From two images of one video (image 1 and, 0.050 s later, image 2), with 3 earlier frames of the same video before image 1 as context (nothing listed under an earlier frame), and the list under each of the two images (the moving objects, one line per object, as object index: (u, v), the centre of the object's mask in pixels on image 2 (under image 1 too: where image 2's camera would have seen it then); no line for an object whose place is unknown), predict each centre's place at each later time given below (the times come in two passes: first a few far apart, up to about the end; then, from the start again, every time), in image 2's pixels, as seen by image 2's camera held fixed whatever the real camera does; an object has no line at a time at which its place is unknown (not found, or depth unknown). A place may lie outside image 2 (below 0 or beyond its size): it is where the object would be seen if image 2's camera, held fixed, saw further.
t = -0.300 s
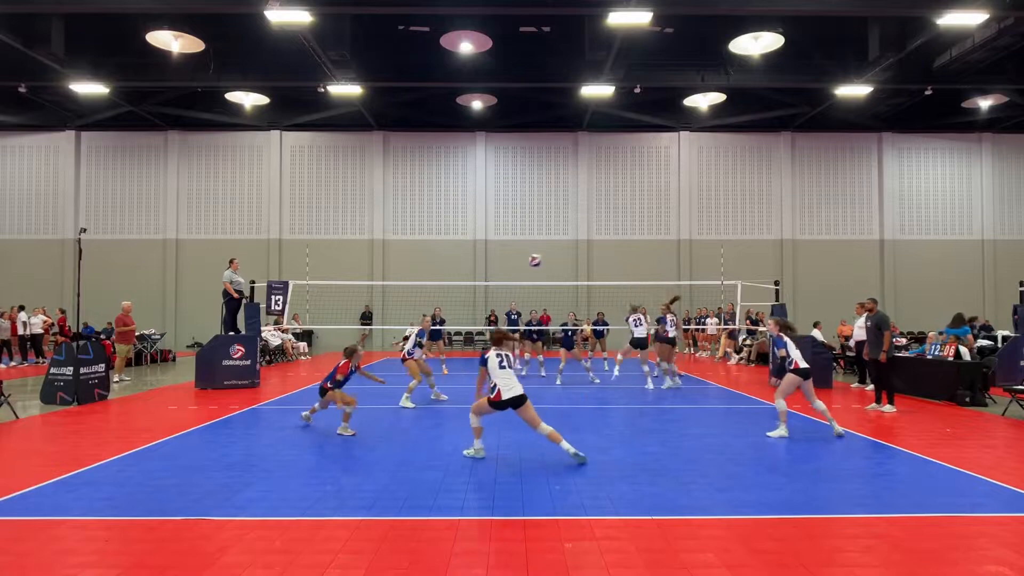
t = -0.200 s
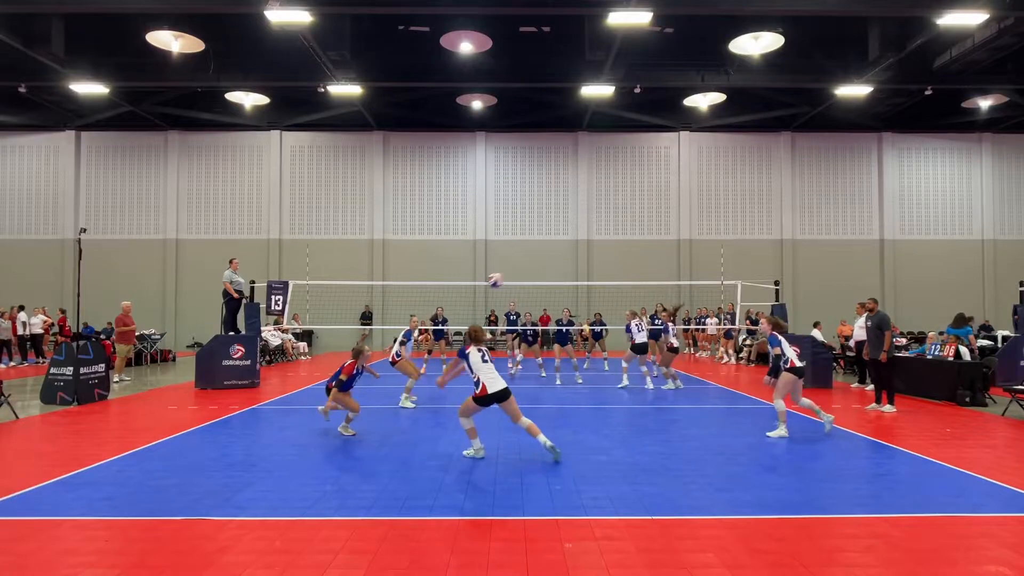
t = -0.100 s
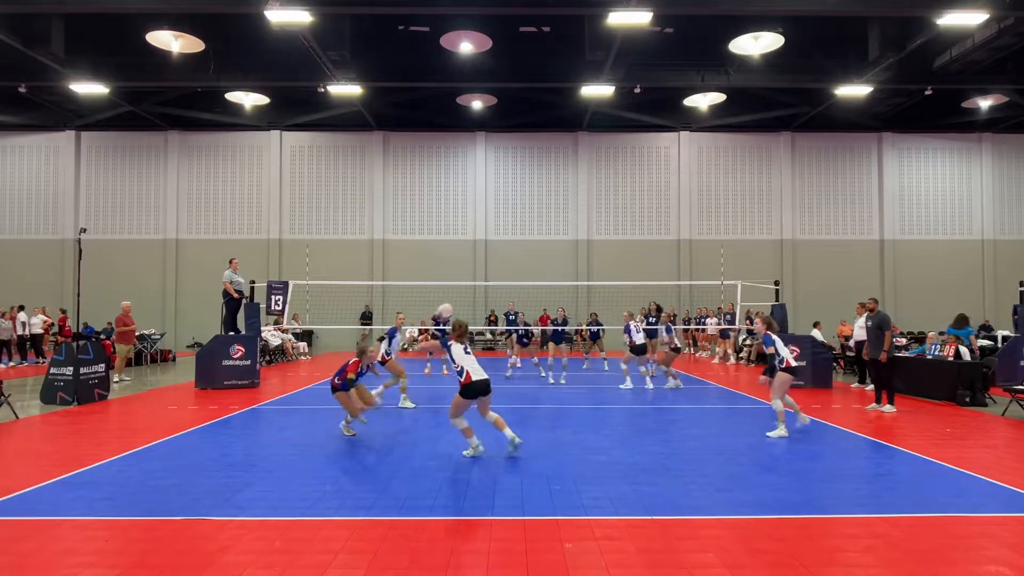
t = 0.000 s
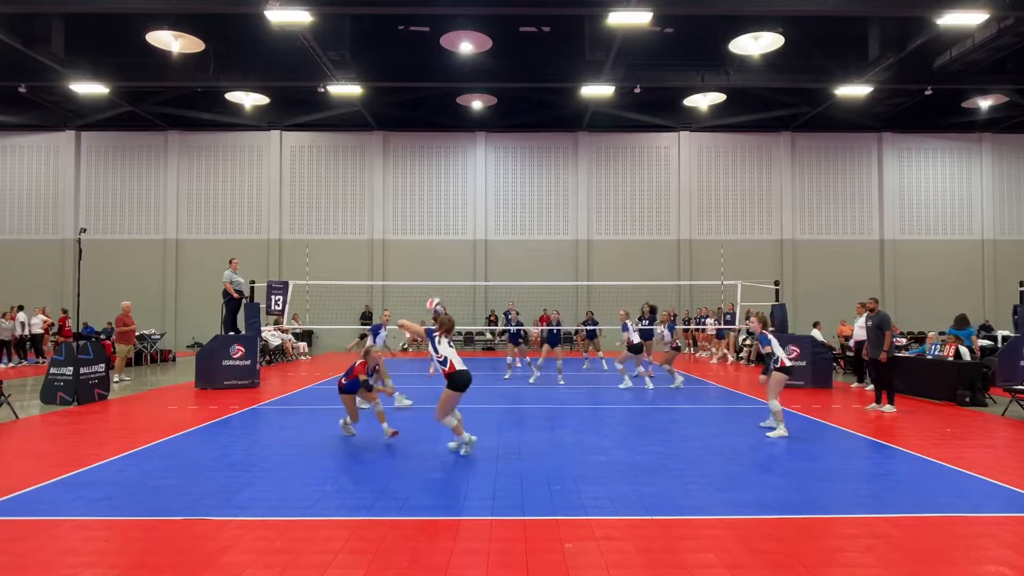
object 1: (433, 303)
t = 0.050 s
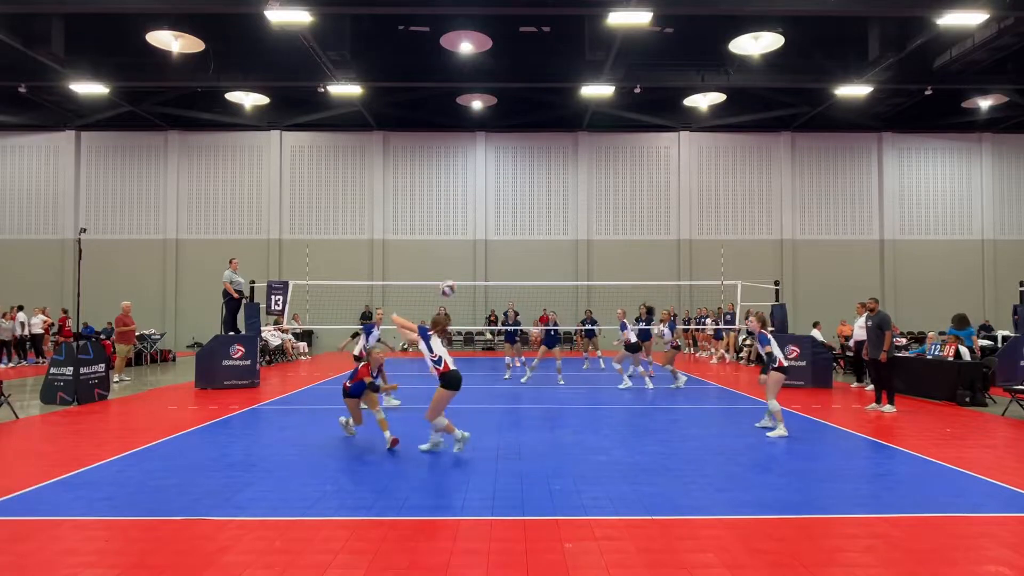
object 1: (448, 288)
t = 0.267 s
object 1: (495, 244)
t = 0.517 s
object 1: (534, 241)
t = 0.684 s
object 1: (554, 256)
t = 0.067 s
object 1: (452, 283)
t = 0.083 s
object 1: (456, 278)
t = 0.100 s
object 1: (460, 273)
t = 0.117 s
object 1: (465, 269)
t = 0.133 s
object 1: (468, 265)
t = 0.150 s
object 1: (471, 261)
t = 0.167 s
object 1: (475, 258)
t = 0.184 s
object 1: (480, 255)
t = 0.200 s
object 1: (483, 252)
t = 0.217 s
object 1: (486, 250)
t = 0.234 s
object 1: (489, 248)
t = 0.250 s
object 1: (493, 245)
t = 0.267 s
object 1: (495, 244)
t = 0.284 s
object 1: (499, 242)
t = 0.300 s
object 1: (501, 241)
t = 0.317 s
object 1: (505, 240)
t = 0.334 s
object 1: (507, 239)
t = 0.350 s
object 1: (510, 238)
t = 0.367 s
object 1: (513, 237)
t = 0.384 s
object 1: (516, 237)
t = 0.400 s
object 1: (519, 237)
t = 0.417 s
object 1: (521, 237)
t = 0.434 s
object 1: (523, 237)
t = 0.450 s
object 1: (525, 238)
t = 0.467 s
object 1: (528, 238)
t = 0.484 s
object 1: (530, 239)
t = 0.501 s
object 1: (533, 240)
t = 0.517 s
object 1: (534, 241)
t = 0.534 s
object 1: (536, 242)
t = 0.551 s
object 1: (539, 242)
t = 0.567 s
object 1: (540, 244)
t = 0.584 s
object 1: (542, 245)
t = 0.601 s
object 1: (545, 247)
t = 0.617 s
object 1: (547, 249)
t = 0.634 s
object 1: (549, 250)
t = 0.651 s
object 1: (550, 253)
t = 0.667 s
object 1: (552, 254)
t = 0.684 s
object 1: (554, 256)
